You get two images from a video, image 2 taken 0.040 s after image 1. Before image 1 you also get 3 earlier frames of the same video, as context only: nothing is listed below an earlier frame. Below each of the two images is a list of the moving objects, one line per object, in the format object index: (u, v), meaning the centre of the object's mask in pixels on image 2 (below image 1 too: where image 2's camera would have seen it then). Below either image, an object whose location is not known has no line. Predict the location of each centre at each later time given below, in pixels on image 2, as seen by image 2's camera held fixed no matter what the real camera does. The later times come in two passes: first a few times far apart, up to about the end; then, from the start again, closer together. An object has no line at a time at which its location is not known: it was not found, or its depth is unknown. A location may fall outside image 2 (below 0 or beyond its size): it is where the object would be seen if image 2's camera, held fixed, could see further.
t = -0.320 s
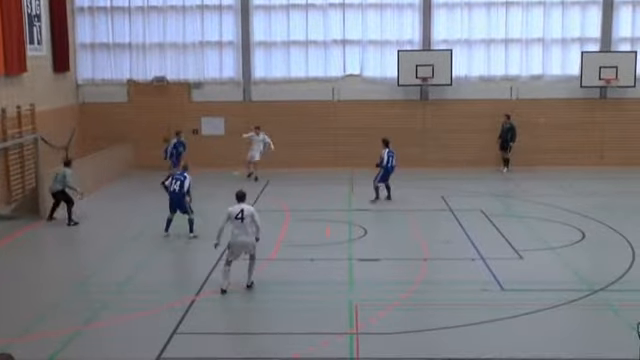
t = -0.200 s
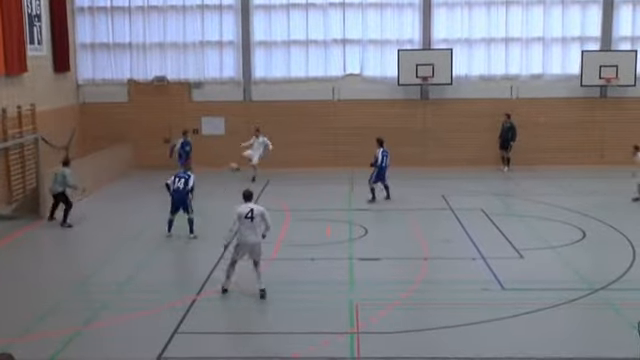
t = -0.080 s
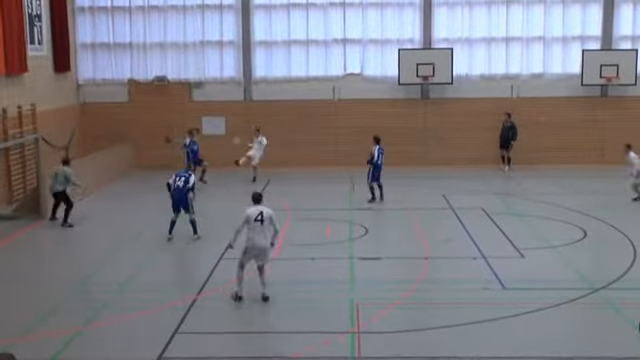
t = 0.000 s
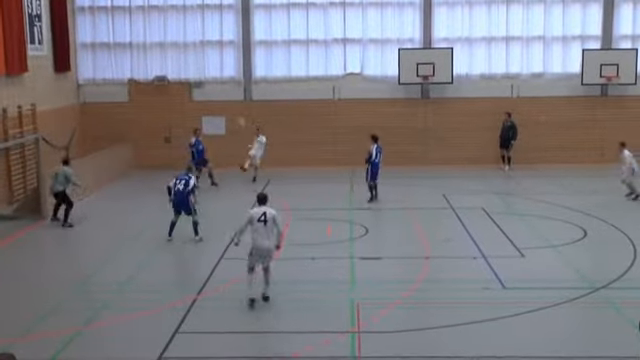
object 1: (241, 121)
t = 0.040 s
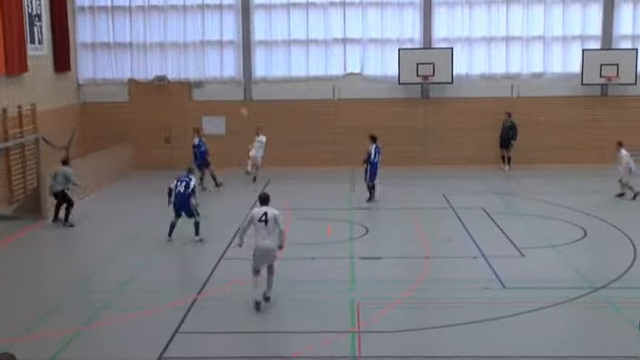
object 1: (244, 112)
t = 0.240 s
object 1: (257, 72)
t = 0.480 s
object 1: (284, 30)
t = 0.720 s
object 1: (322, 8)
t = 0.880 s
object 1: (358, 9)
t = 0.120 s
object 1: (247, 93)
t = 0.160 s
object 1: (251, 84)
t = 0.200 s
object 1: (254, 79)
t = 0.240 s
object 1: (257, 72)
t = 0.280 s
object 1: (262, 63)
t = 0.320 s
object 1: (265, 57)
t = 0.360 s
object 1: (269, 49)
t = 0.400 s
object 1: (274, 42)
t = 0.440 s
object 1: (279, 36)
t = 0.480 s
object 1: (284, 30)
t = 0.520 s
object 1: (290, 25)
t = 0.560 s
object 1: (295, 21)
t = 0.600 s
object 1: (302, 16)
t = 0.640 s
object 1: (308, 13)
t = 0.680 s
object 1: (315, 10)
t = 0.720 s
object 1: (322, 8)
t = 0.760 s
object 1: (330, 7)
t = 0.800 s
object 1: (339, 7)
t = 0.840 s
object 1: (348, 8)
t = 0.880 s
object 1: (358, 9)
